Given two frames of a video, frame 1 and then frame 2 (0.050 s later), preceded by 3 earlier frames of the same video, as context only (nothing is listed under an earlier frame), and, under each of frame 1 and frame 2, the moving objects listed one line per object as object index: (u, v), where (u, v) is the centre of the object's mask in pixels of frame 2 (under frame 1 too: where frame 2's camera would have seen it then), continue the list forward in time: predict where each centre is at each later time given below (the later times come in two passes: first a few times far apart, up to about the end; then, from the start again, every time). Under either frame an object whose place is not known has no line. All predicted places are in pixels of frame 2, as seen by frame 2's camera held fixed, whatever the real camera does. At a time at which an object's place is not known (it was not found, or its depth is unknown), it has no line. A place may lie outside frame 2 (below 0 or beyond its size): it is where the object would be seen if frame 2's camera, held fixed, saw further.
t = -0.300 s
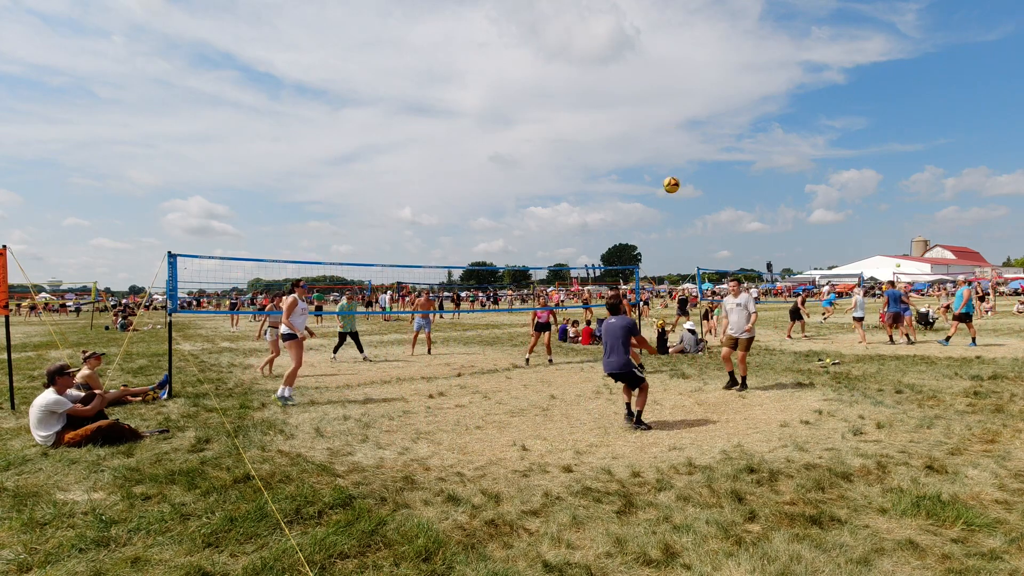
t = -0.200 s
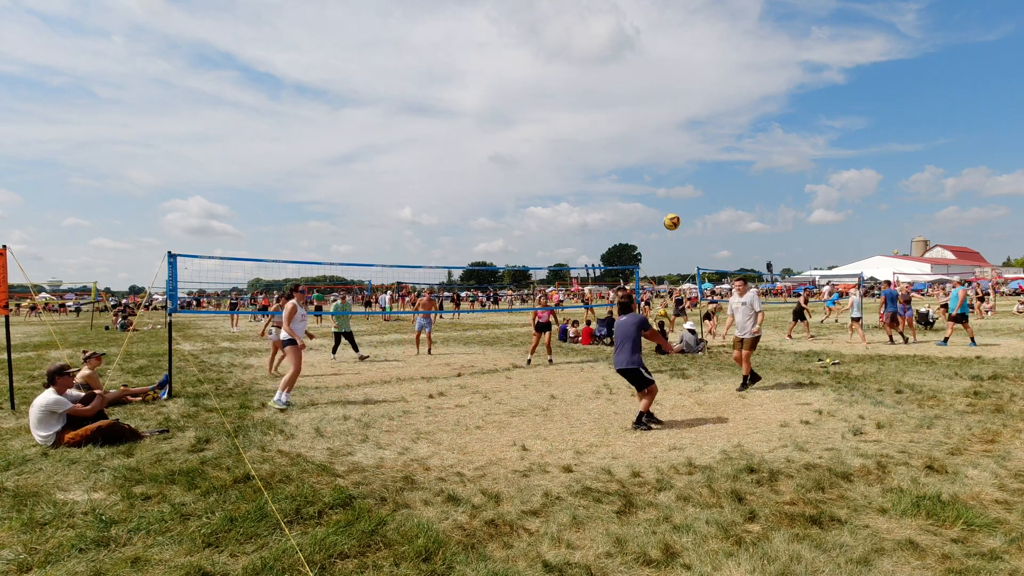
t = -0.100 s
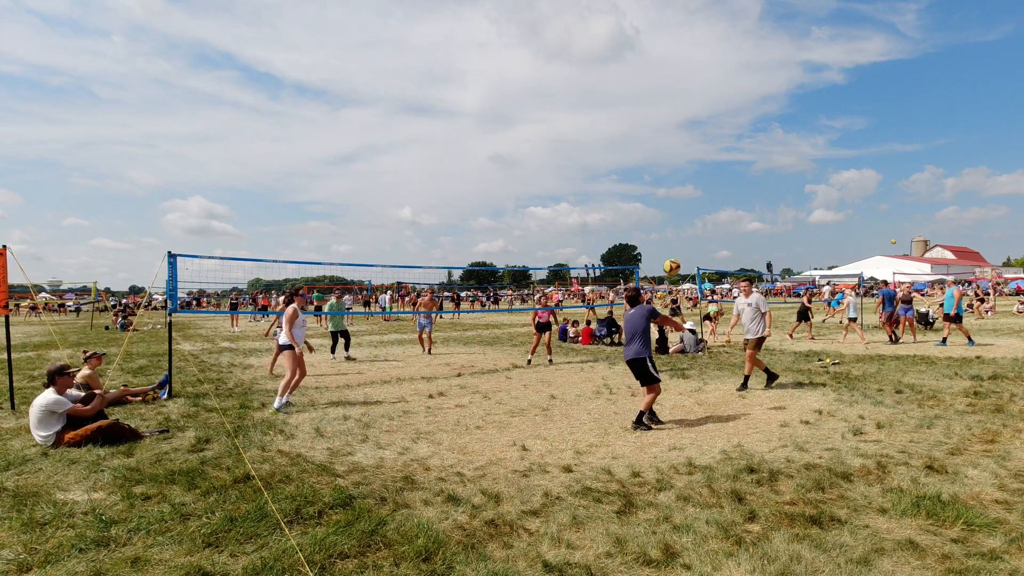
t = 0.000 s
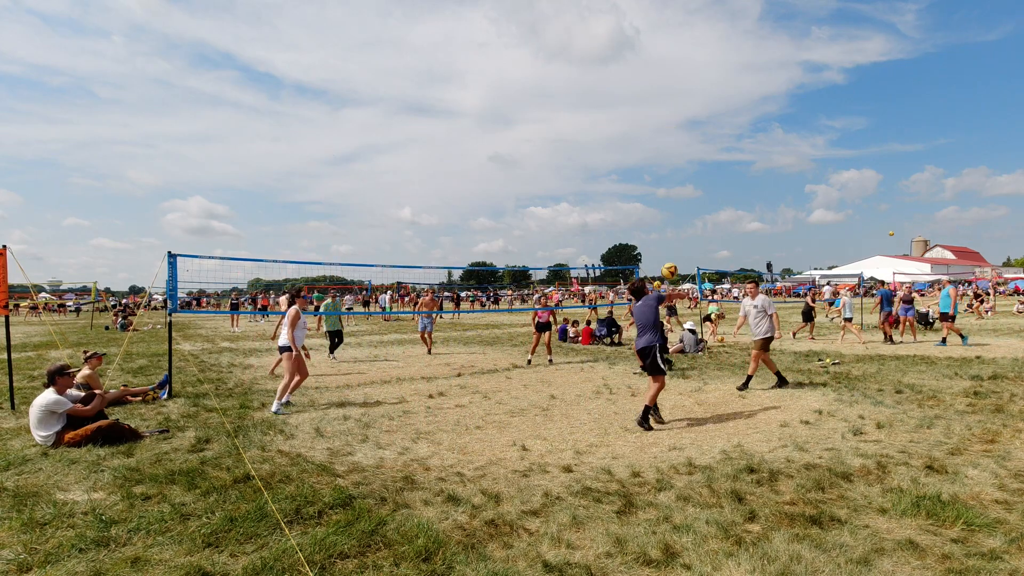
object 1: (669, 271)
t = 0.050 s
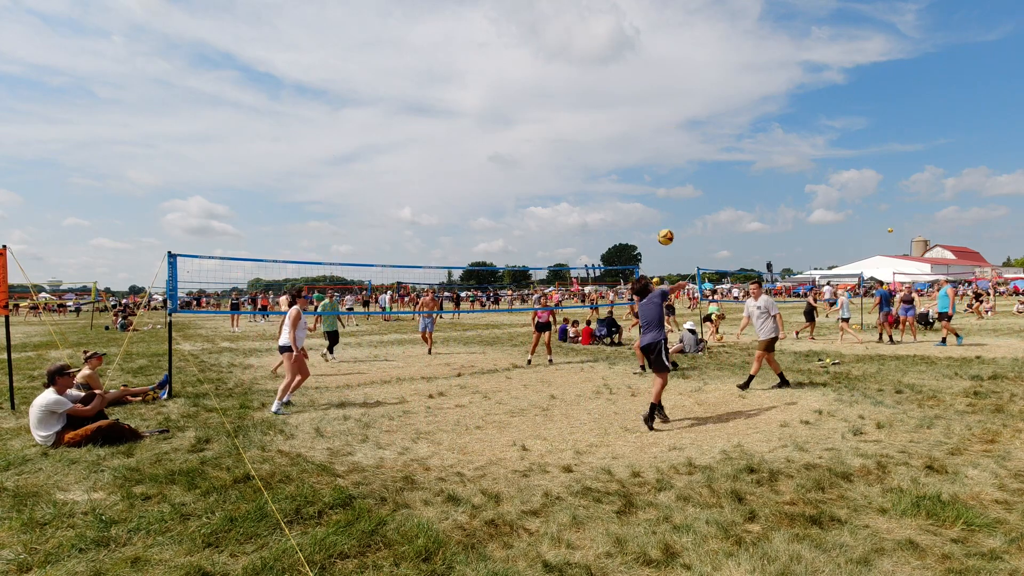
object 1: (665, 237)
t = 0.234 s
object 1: (654, 139)
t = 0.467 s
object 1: (641, 63)
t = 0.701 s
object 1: (632, 31)
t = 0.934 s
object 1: (624, 33)
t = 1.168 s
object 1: (617, 63)
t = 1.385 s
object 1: (613, 113)
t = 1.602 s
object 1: (609, 179)
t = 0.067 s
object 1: (664, 226)
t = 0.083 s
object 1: (663, 216)
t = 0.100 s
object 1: (662, 206)
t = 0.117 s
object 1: (661, 197)
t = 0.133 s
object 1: (660, 188)
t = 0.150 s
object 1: (659, 179)
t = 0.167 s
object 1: (658, 170)
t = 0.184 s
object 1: (657, 162)
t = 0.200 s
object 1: (656, 154)
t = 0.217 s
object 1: (654, 147)
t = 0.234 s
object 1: (654, 139)
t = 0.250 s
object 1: (653, 132)
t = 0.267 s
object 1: (652, 125)
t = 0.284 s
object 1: (651, 119)
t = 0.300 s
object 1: (650, 113)
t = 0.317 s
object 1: (649, 107)
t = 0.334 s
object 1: (648, 101)
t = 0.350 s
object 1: (647, 96)
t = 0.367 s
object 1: (646, 90)
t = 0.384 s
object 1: (645, 85)
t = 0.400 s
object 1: (645, 80)
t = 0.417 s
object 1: (644, 76)
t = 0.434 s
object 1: (643, 72)
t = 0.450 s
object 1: (642, 67)
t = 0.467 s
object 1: (641, 63)
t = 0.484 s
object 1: (640, 60)
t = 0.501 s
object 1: (640, 57)
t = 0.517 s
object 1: (639, 53)
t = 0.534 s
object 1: (638, 50)
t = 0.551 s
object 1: (638, 48)
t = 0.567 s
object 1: (637, 45)
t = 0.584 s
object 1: (636, 43)
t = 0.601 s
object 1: (636, 41)
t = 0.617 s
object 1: (635, 39)
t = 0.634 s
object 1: (634, 37)
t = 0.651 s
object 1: (634, 35)
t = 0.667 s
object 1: (633, 34)
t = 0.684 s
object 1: (633, 32)
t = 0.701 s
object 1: (632, 31)
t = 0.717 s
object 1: (631, 30)
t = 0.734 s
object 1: (631, 30)
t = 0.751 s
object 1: (630, 29)
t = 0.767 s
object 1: (630, 29)
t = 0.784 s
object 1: (629, 28)
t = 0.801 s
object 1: (628, 28)
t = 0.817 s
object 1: (628, 28)
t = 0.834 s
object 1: (627, 28)
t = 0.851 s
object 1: (627, 29)
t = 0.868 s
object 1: (626, 29)
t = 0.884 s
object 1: (626, 30)
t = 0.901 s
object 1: (625, 31)
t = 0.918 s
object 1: (625, 32)
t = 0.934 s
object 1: (624, 33)
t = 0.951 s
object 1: (624, 34)
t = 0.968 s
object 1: (623, 36)
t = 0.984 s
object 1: (622, 37)
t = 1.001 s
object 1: (622, 39)
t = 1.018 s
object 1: (622, 41)
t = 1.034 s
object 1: (621, 43)
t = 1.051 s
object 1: (621, 45)
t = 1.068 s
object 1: (620, 47)
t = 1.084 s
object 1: (620, 49)
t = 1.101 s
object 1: (619, 52)
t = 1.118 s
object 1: (619, 54)
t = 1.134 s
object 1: (618, 57)
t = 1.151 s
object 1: (618, 60)
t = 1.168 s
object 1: (617, 63)
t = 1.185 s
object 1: (617, 66)
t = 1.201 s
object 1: (616, 70)
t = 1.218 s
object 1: (616, 73)
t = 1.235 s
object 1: (616, 76)
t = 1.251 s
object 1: (615, 80)
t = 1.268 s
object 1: (615, 84)
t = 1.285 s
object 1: (615, 88)
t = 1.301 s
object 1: (614, 92)
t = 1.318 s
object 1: (614, 96)
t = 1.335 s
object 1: (614, 100)
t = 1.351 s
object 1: (613, 104)
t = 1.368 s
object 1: (613, 108)
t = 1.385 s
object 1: (613, 113)
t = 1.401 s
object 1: (612, 117)
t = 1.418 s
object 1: (612, 122)
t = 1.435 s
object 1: (612, 127)
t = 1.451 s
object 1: (611, 131)
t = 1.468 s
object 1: (611, 136)
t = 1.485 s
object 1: (611, 141)
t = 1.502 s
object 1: (610, 146)
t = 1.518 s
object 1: (610, 152)
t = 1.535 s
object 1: (610, 157)
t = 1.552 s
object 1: (610, 162)
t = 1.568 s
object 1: (609, 168)
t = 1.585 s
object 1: (609, 173)
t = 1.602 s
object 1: (609, 179)
